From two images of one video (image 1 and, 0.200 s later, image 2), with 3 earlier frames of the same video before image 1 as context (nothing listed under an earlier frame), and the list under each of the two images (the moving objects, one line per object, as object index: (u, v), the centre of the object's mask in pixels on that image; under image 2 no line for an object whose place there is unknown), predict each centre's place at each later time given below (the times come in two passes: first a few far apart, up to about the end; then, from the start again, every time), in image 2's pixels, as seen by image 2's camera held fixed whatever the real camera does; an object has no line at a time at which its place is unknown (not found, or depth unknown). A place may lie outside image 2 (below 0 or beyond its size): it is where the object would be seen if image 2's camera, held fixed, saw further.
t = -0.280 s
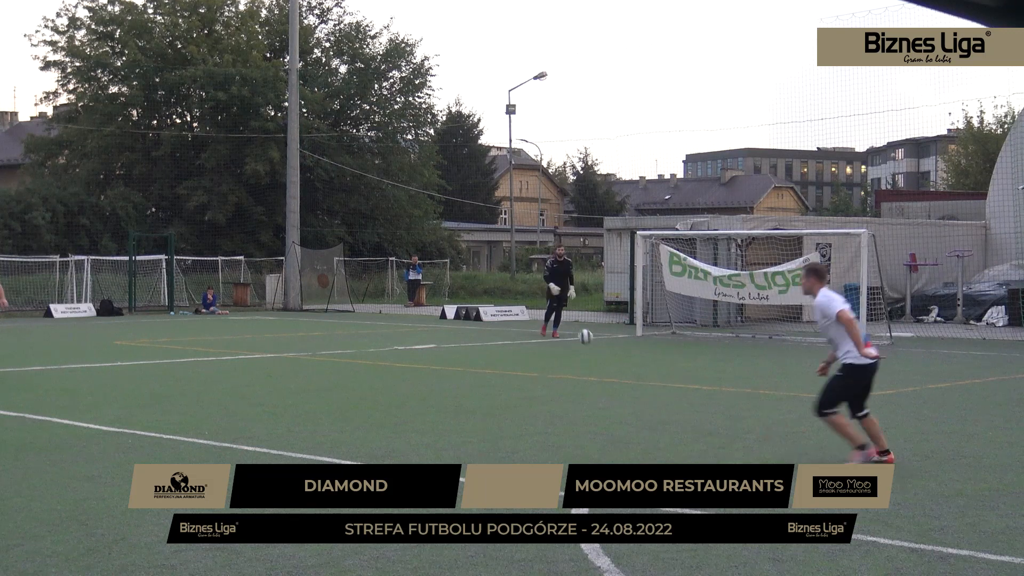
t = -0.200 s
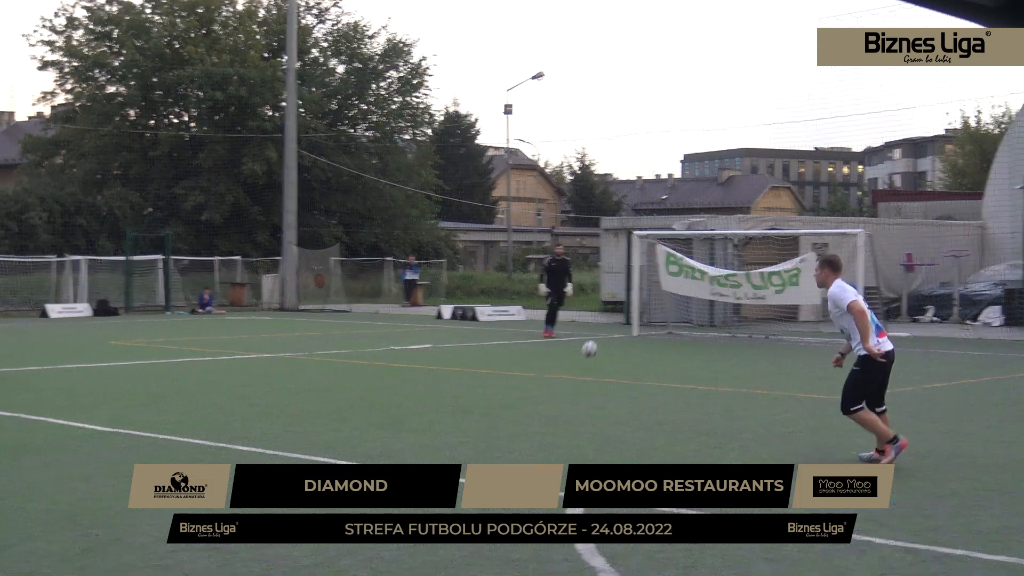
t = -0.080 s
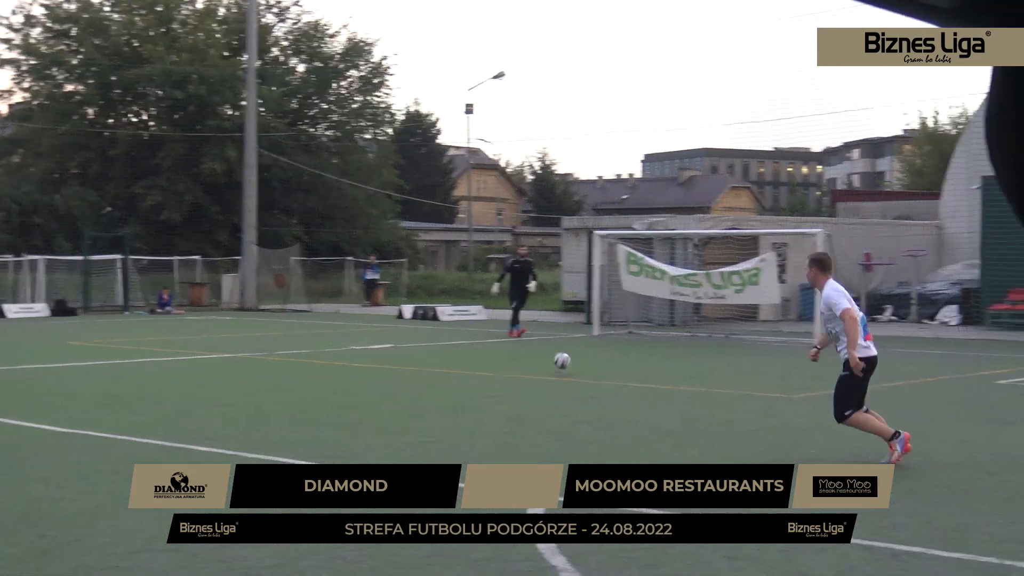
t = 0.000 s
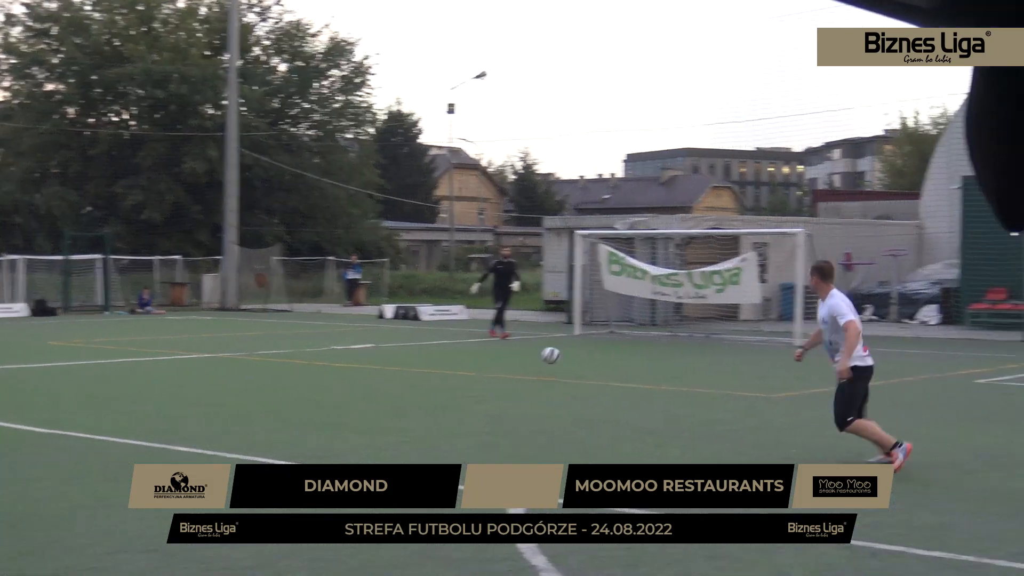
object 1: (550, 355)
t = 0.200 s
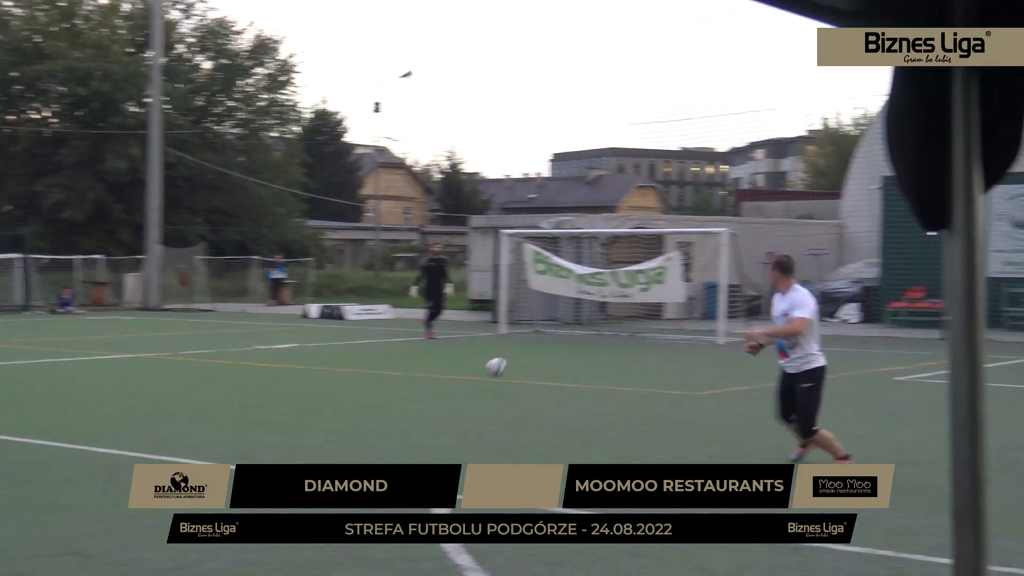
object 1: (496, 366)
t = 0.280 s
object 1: (503, 385)
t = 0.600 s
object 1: (542, 401)
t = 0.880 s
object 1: (592, 441)
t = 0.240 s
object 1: (500, 374)
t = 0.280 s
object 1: (503, 385)
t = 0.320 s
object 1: (507, 388)
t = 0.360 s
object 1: (511, 384)
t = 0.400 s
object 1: (515, 382)
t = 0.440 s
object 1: (520, 383)
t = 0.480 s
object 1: (526, 384)
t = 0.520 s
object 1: (531, 388)
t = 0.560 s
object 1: (536, 394)
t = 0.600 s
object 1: (542, 401)
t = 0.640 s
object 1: (548, 411)
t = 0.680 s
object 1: (555, 420)
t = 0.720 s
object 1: (561, 419)
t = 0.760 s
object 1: (569, 421)
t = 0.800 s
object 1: (576, 425)
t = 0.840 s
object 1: (584, 431)
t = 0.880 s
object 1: (592, 441)
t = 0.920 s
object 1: (600, 448)
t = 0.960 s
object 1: (610, 447)
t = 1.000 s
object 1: (619, 450)
